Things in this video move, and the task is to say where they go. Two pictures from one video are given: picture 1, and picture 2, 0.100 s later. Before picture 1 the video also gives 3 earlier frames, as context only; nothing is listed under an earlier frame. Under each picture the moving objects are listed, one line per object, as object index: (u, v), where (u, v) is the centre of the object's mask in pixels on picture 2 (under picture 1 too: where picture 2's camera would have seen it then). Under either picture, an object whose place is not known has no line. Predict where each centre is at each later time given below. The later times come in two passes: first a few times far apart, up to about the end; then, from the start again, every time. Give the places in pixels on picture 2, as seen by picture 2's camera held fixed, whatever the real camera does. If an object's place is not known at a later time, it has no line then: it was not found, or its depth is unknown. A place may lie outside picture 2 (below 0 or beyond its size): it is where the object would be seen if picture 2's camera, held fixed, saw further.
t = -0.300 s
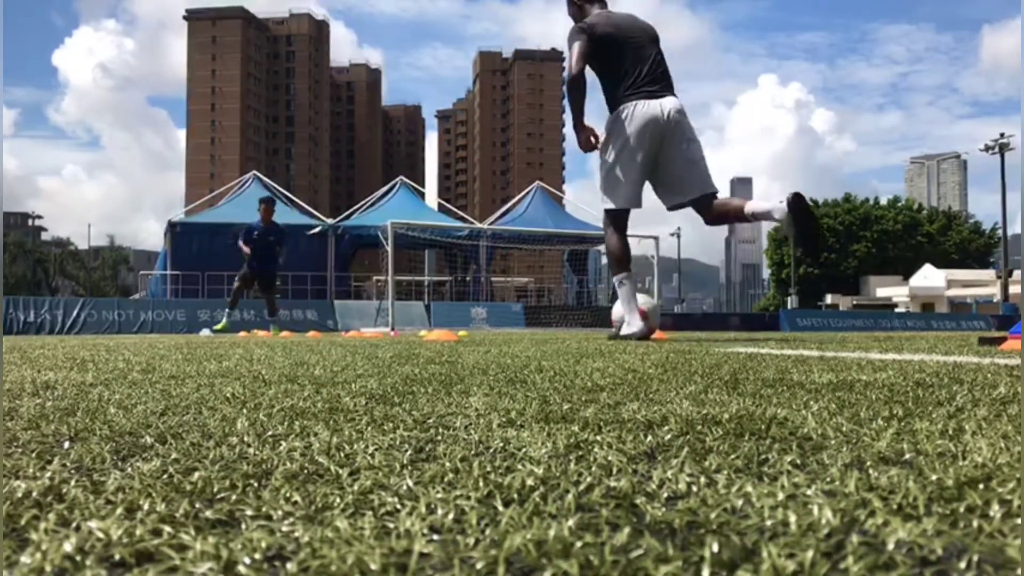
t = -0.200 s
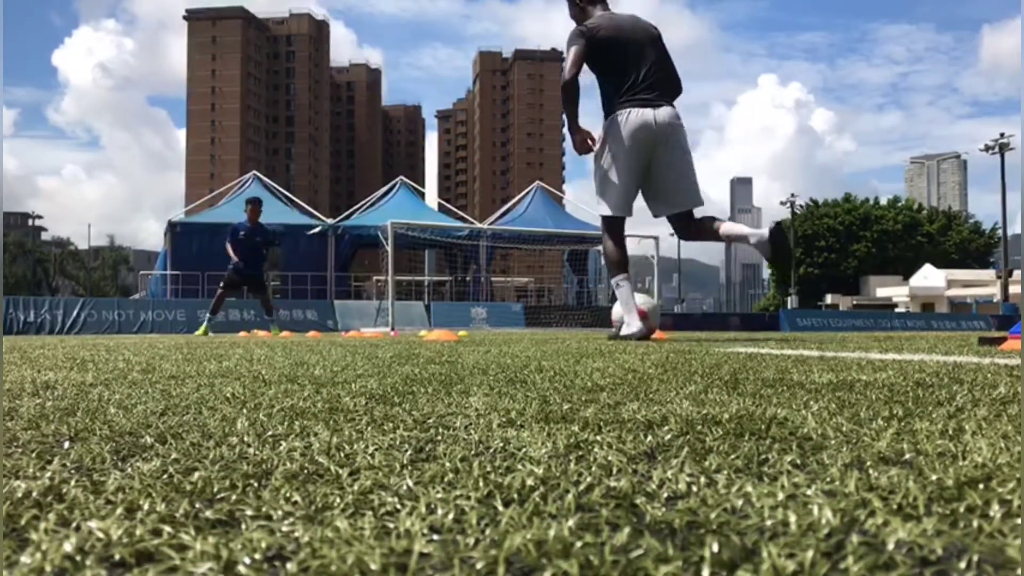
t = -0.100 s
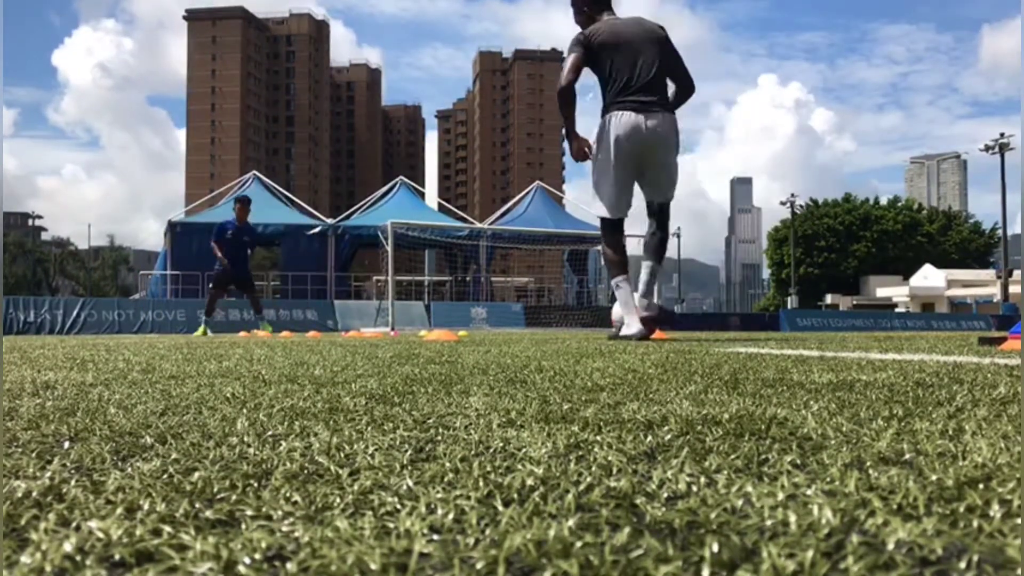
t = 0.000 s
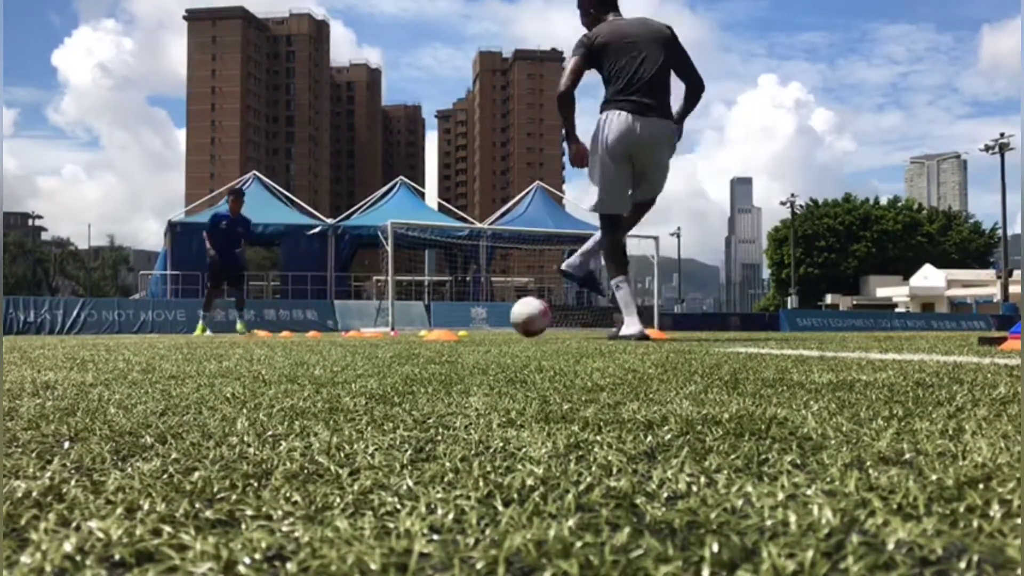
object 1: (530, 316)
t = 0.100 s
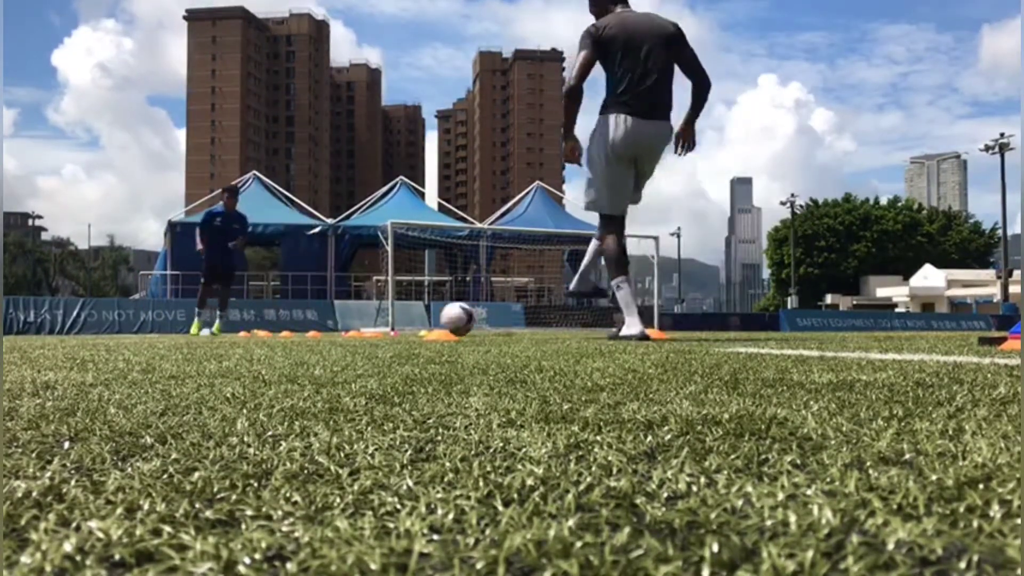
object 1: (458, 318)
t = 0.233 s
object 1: (392, 321)
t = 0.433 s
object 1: (330, 323)
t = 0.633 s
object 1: (290, 322)
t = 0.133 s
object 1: (437, 317)
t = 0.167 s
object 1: (420, 320)
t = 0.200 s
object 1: (406, 321)
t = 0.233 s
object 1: (392, 321)
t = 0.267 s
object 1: (379, 322)
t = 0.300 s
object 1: (367, 322)
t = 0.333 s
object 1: (356, 322)
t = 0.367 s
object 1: (347, 323)
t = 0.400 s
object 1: (338, 323)
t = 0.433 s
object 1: (330, 323)
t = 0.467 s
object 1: (323, 323)
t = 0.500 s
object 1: (315, 324)
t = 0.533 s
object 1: (309, 323)
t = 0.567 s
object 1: (302, 321)
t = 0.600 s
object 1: (296, 321)
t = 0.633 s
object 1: (290, 322)
